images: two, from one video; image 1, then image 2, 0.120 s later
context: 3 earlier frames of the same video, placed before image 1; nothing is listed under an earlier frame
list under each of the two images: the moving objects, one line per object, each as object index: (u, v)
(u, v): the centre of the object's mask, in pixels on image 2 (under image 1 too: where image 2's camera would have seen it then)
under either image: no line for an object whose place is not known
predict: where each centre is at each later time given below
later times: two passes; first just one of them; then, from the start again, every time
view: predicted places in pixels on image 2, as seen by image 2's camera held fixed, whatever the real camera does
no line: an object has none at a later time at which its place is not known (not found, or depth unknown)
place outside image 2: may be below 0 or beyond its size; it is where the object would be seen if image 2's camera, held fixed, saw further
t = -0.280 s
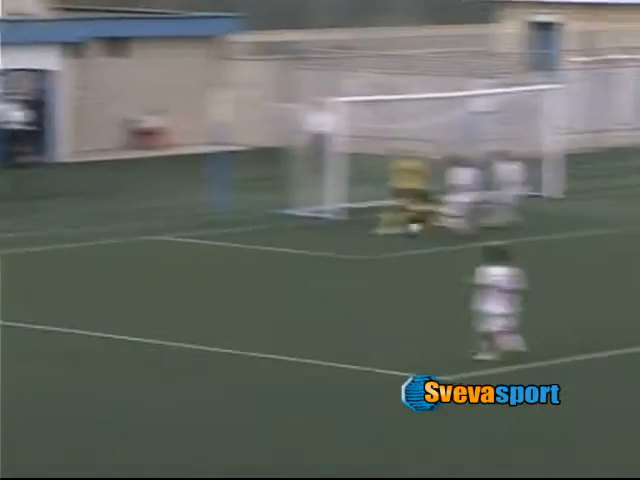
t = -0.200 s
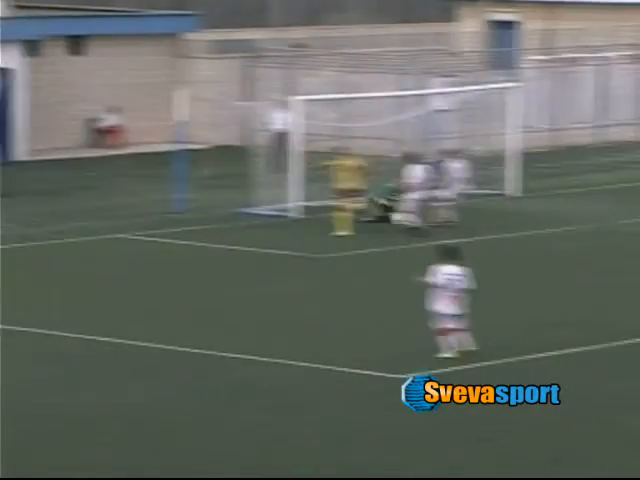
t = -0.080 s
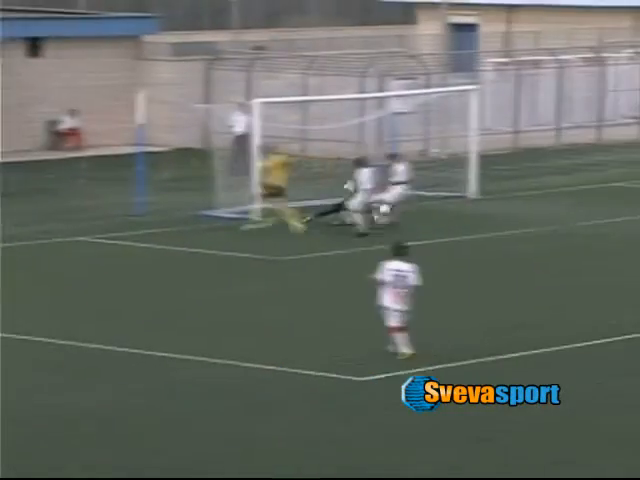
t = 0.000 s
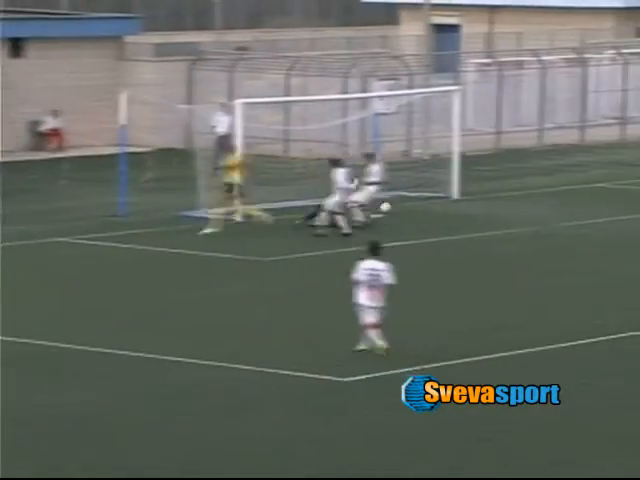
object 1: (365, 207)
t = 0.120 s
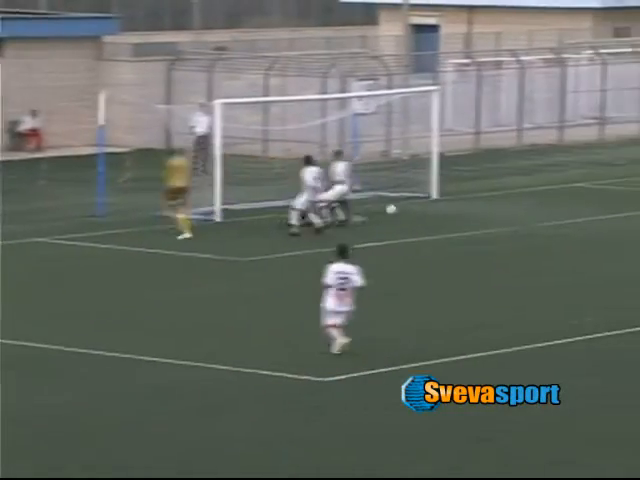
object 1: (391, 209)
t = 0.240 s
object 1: (415, 216)
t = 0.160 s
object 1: (399, 212)
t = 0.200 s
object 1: (407, 215)
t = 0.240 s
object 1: (415, 216)
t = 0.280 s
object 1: (423, 212)
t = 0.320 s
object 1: (431, 208)
